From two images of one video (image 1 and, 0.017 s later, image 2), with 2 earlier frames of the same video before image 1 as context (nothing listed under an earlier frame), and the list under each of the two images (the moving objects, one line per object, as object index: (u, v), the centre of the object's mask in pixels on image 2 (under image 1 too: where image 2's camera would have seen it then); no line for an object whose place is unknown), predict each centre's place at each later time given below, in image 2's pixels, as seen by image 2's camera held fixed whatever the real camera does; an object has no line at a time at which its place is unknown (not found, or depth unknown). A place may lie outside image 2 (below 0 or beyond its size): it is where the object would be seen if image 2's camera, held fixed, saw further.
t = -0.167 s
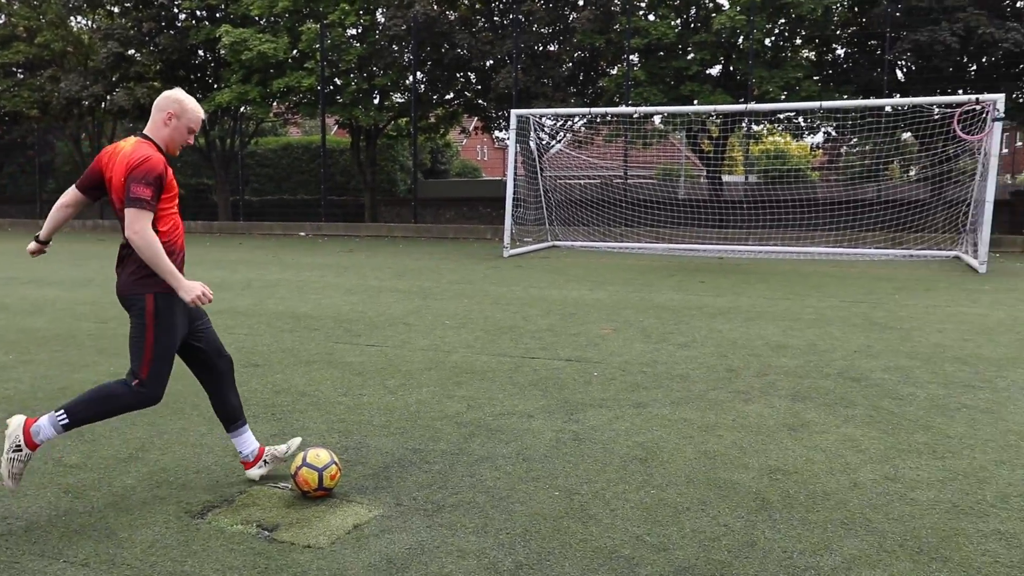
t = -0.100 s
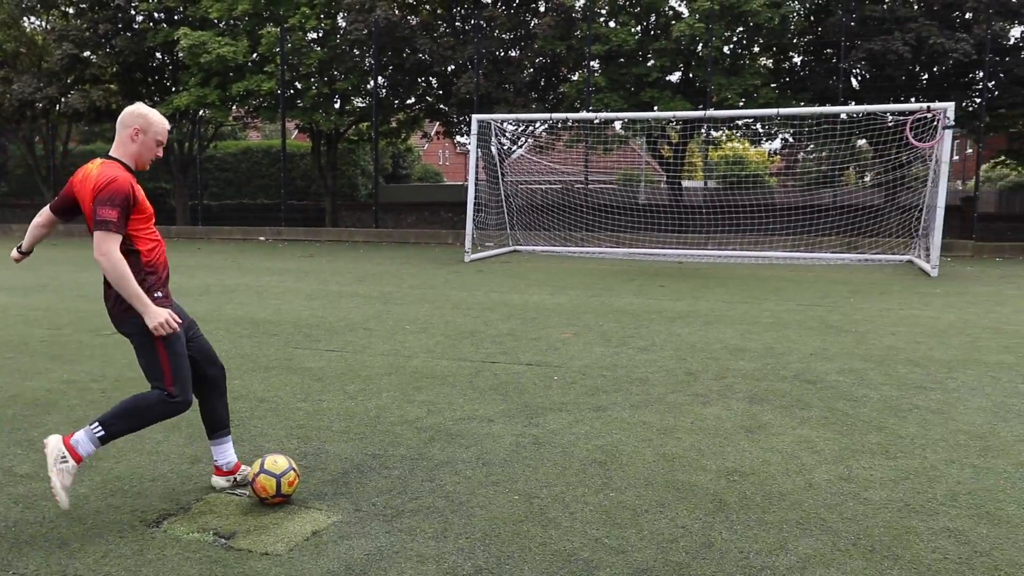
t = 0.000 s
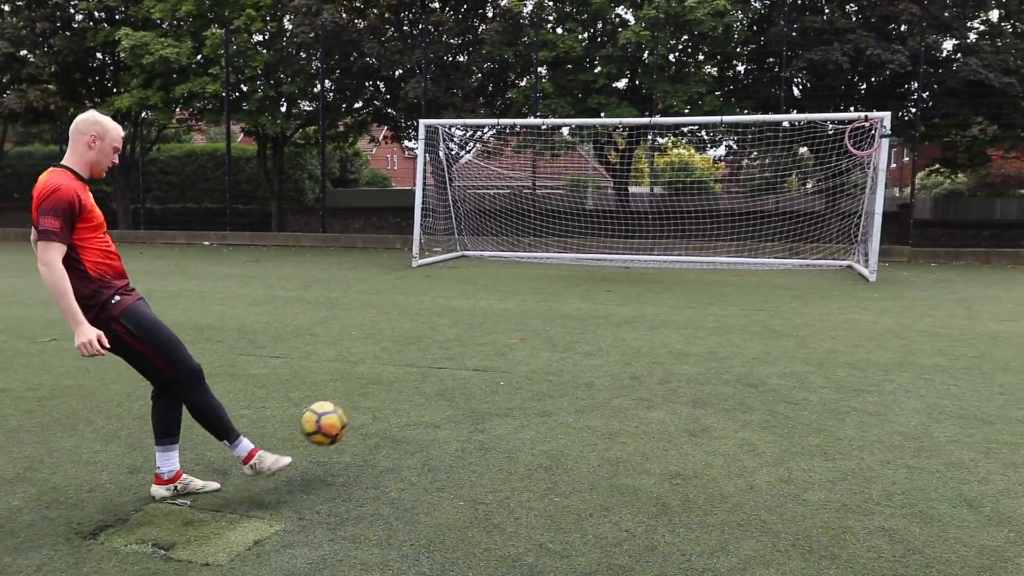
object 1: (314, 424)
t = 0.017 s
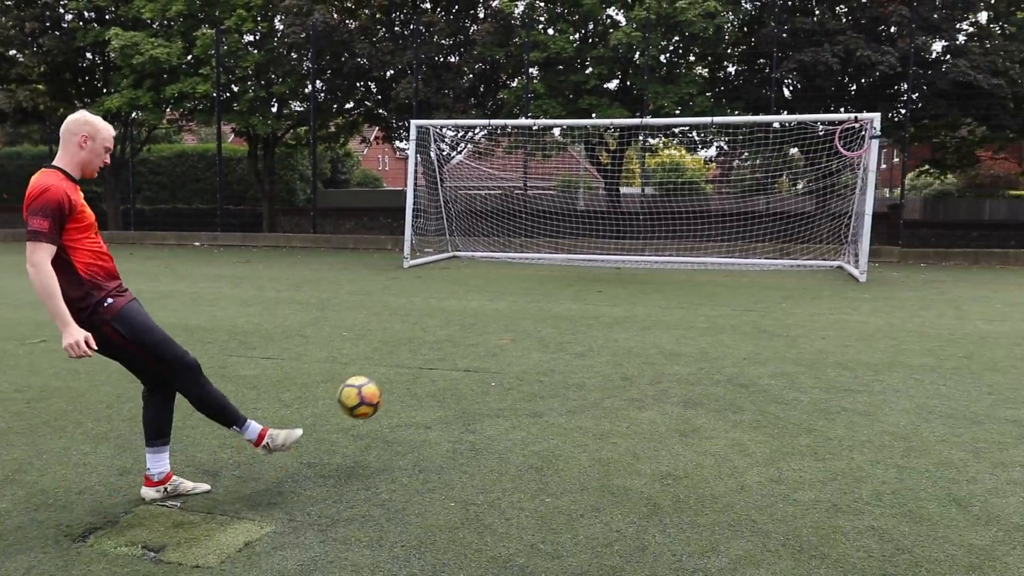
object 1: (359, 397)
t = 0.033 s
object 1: (401, 373)
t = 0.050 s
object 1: (438, 351)
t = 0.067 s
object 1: (472, 331)
